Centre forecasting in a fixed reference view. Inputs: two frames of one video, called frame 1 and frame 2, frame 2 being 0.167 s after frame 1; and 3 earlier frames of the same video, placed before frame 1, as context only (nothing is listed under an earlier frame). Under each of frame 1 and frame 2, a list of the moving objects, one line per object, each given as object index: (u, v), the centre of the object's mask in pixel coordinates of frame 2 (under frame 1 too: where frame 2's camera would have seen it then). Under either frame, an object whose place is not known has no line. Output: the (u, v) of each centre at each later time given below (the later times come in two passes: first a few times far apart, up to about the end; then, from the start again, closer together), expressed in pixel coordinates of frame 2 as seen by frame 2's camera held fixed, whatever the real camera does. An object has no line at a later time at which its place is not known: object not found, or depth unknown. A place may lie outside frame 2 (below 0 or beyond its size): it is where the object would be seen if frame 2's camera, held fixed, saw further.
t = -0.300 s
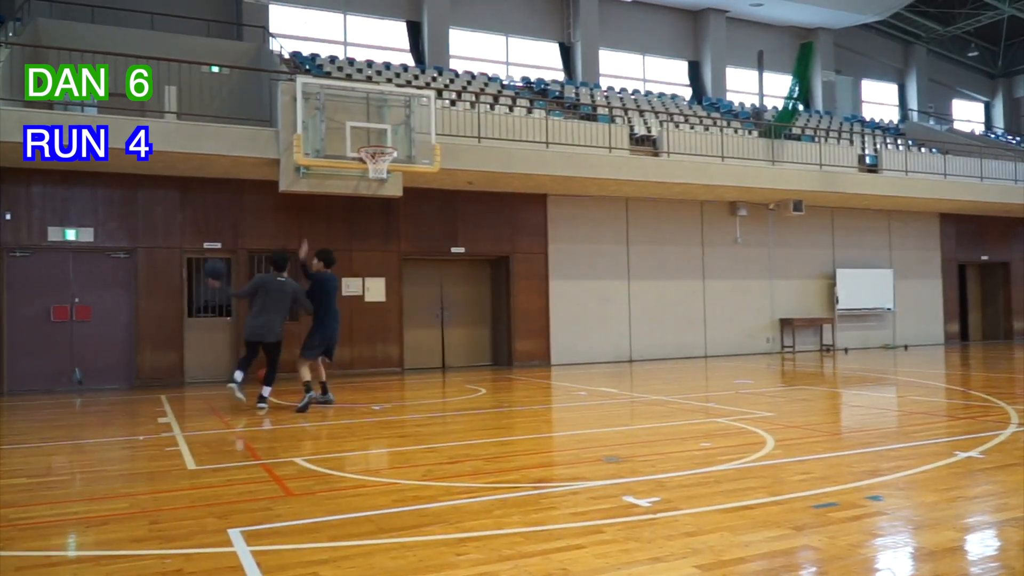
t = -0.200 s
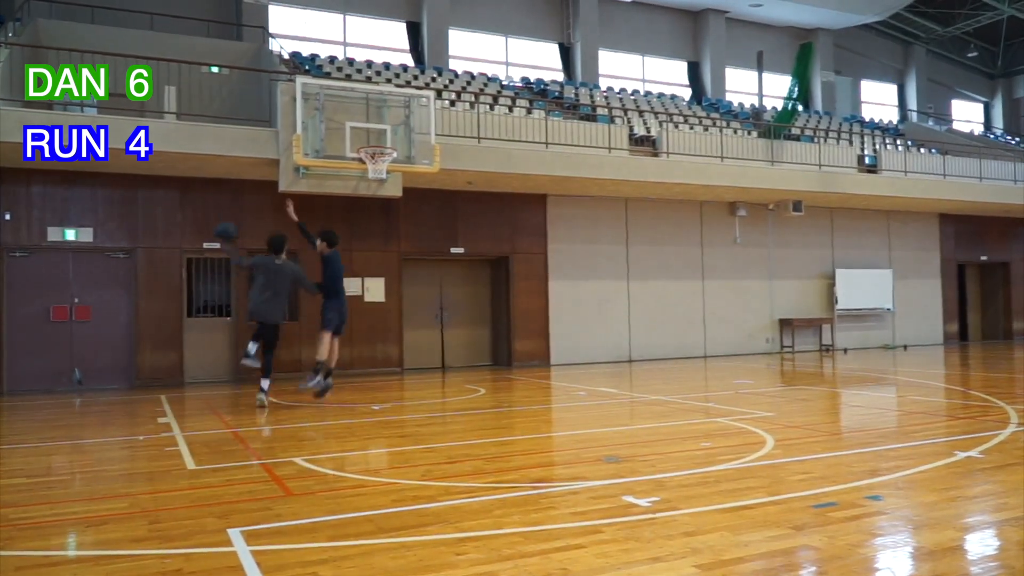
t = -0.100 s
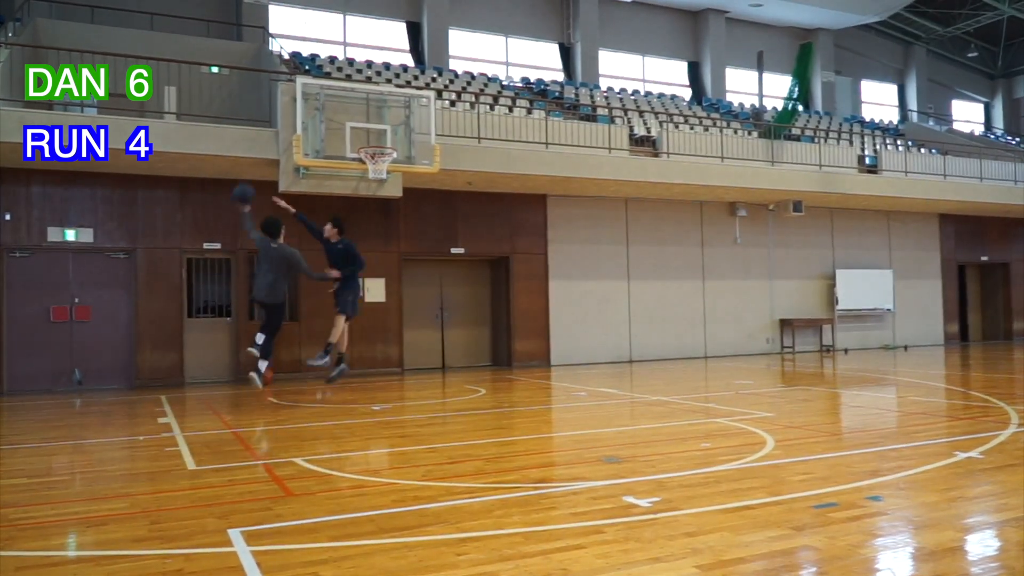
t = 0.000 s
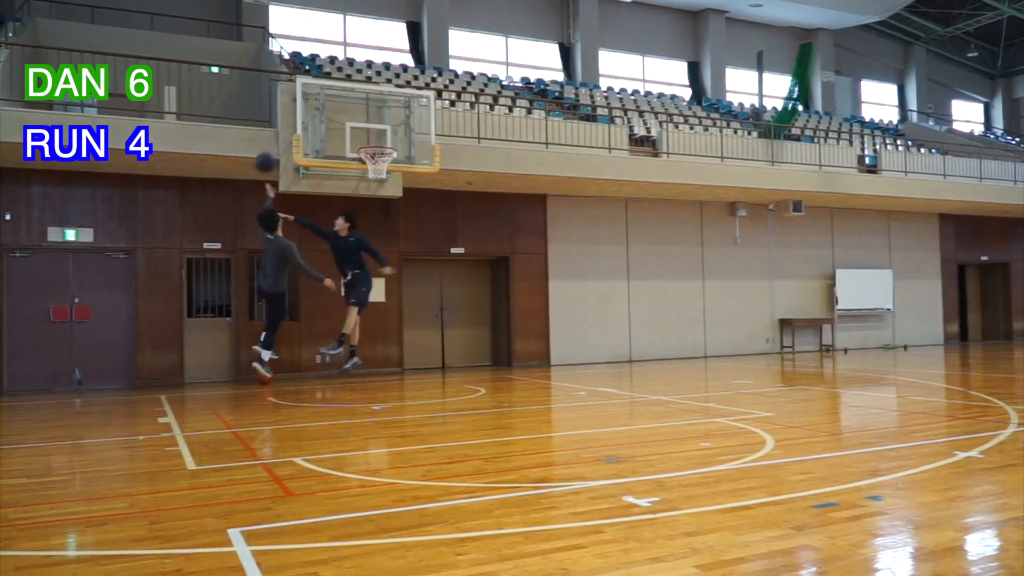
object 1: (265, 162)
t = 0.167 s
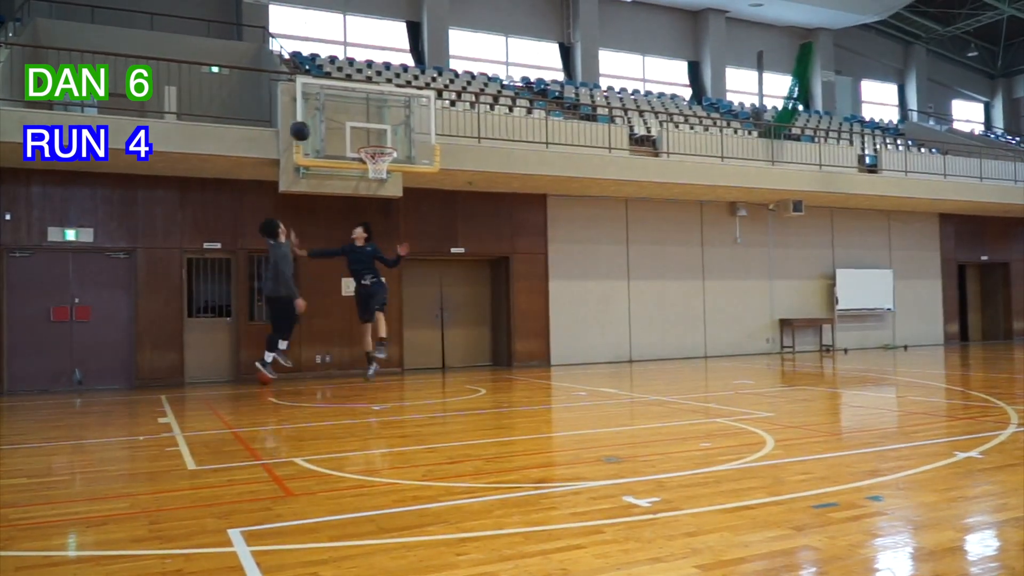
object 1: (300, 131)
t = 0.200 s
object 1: (307, 128)
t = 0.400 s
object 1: (337, 123)
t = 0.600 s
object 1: (358, 135)
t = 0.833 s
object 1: (358, 130)
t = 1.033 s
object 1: (358, 162)
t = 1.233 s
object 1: (360, 228)
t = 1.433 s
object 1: (361, 333)
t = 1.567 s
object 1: (361, 378)
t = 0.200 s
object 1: (307, 128)
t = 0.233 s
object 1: (313, 126)
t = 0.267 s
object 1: (320, 124)
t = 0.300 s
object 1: (325, 123)
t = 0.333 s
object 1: (329, 122)
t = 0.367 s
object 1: (333, 122)
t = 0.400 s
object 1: (337, 123)
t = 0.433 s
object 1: (341, 124)
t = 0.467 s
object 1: (346, 127)
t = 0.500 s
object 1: (350, 130)
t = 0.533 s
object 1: (354, 134)
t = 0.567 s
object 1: (358, 139)
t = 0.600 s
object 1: (358, 135)
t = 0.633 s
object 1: (359, 132)
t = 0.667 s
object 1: (358, 129)
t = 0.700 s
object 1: (358, 128)
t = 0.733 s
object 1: (358, 127)
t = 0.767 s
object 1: (358, 127)
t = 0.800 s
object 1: (358, 128)
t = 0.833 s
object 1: (358, 130)
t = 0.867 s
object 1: (358, 133)
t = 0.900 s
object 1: (358, 137)
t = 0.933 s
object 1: (358, 141)
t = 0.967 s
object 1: (358, 147)
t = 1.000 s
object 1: (358, 154)
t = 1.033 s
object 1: (358, 162)
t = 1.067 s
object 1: (359, 170)
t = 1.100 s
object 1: (359, 180)
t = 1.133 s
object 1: (358, 190)
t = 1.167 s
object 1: (359, 201)
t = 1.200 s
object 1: (359, 213)
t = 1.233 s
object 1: (360, 228)
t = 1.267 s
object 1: (360, 242)
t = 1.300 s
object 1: (360, 258)
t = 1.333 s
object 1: (360, 275)
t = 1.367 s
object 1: (360, 294)
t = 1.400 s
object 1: (361, 313)
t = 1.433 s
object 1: (361, 333)
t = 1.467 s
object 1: (362, 355)
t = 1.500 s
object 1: (361, 377)
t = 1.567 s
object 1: (361, 378)
